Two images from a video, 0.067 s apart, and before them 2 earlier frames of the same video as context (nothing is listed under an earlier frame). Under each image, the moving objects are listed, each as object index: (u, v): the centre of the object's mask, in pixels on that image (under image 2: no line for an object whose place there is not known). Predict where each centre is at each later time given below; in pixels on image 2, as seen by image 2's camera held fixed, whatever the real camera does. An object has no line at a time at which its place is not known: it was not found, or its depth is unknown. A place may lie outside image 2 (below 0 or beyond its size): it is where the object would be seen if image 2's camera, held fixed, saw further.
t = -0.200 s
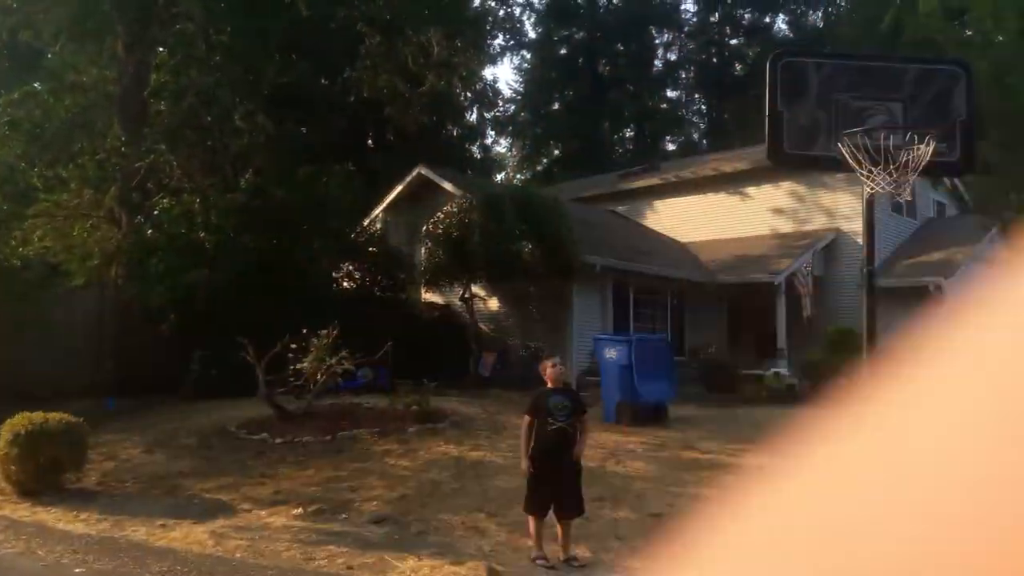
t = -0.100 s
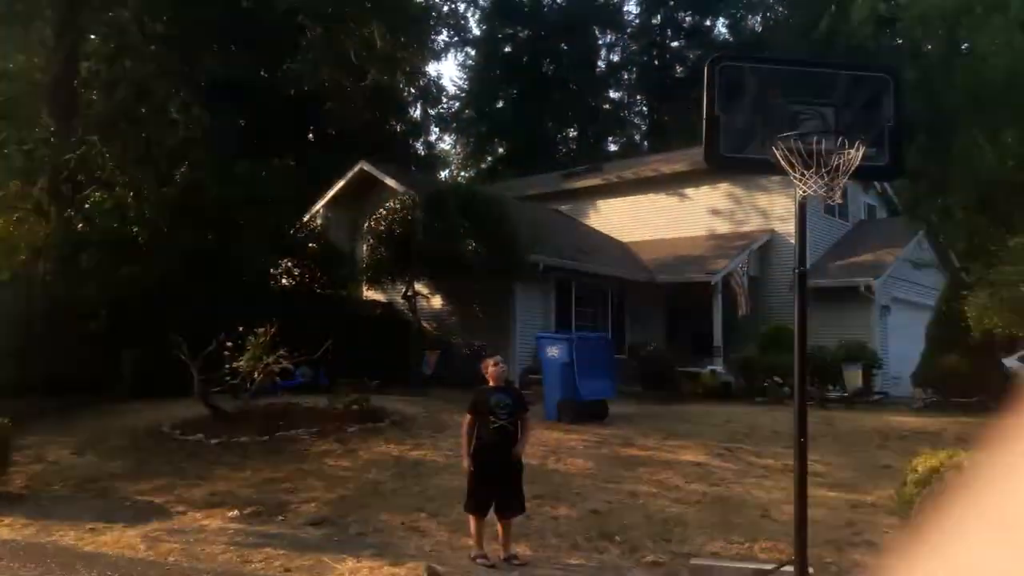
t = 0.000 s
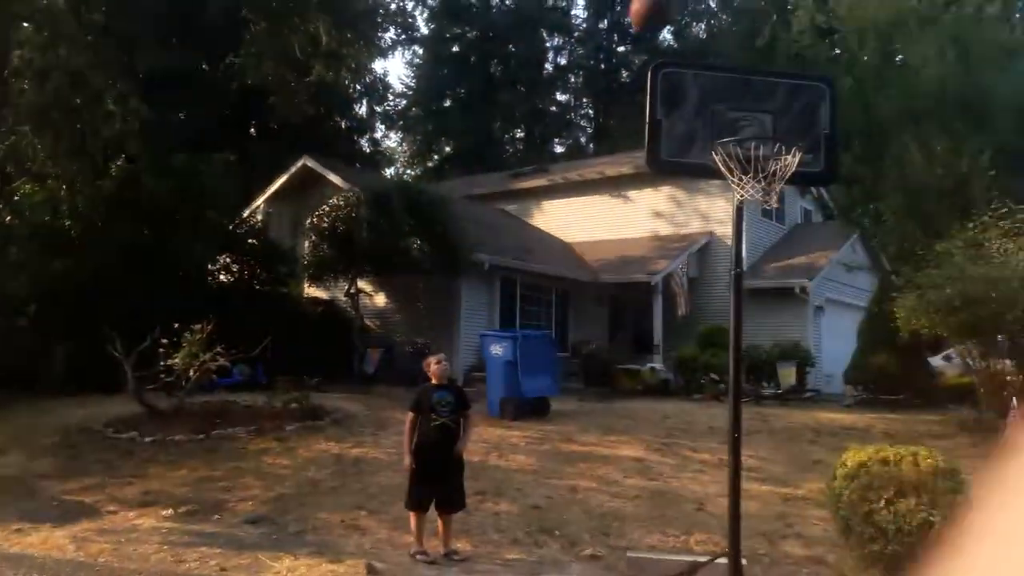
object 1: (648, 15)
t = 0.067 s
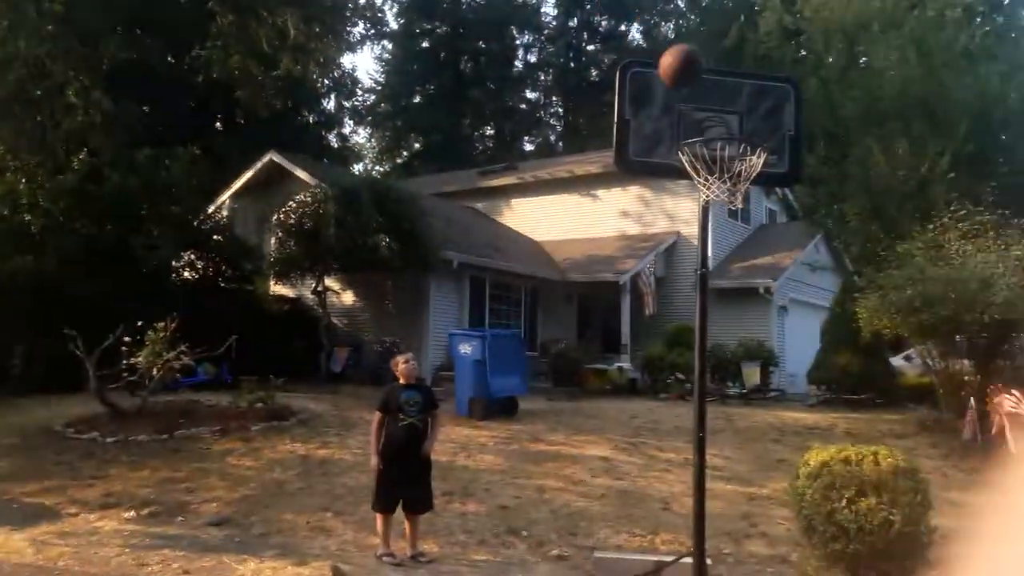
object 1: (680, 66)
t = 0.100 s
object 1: (714, 96)
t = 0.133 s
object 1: (741, 124)
